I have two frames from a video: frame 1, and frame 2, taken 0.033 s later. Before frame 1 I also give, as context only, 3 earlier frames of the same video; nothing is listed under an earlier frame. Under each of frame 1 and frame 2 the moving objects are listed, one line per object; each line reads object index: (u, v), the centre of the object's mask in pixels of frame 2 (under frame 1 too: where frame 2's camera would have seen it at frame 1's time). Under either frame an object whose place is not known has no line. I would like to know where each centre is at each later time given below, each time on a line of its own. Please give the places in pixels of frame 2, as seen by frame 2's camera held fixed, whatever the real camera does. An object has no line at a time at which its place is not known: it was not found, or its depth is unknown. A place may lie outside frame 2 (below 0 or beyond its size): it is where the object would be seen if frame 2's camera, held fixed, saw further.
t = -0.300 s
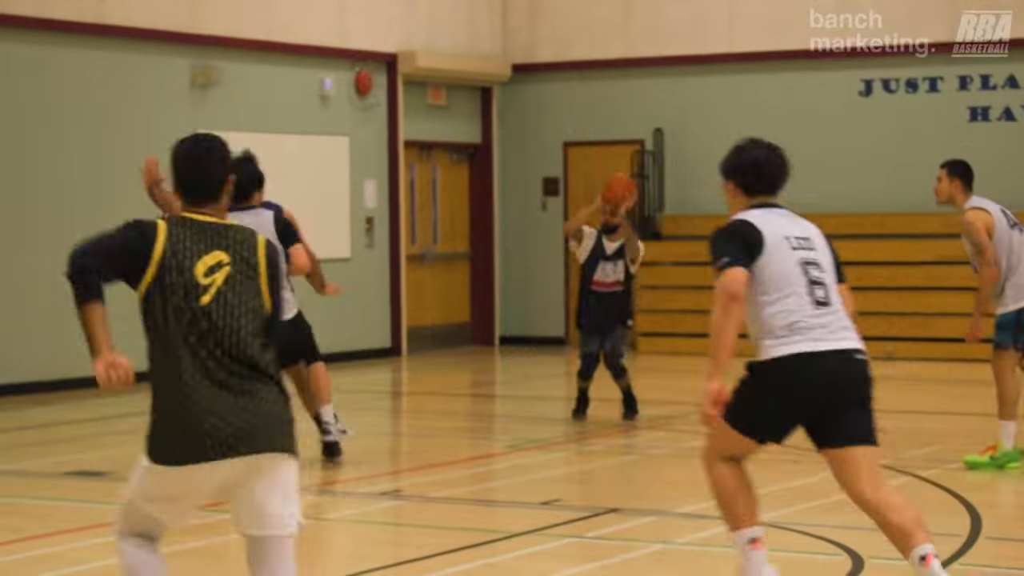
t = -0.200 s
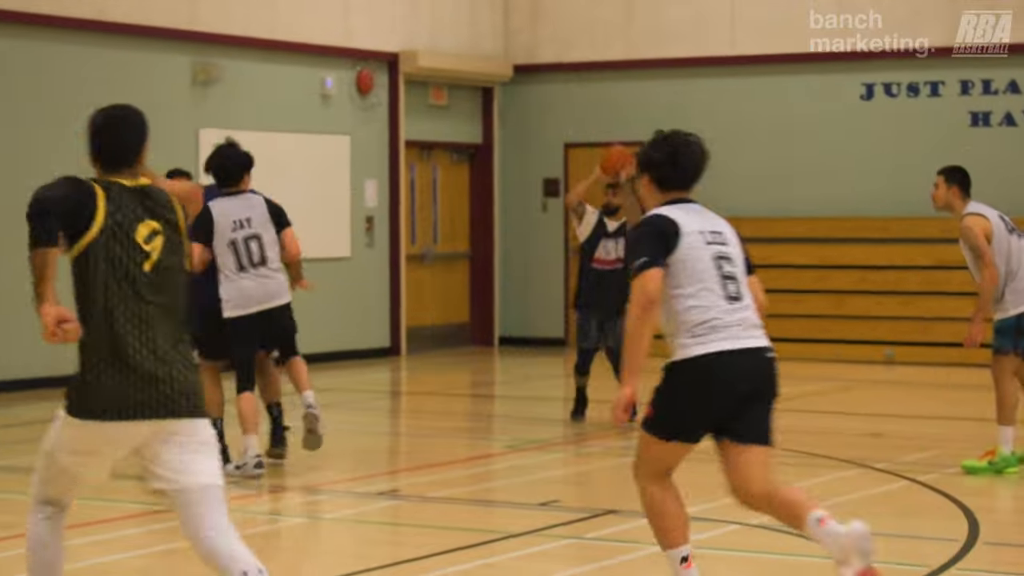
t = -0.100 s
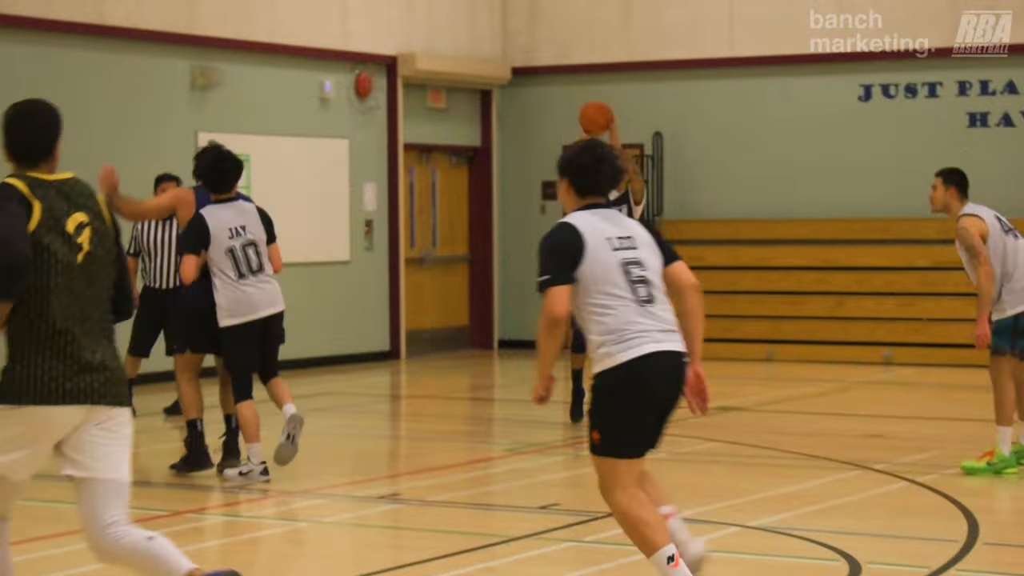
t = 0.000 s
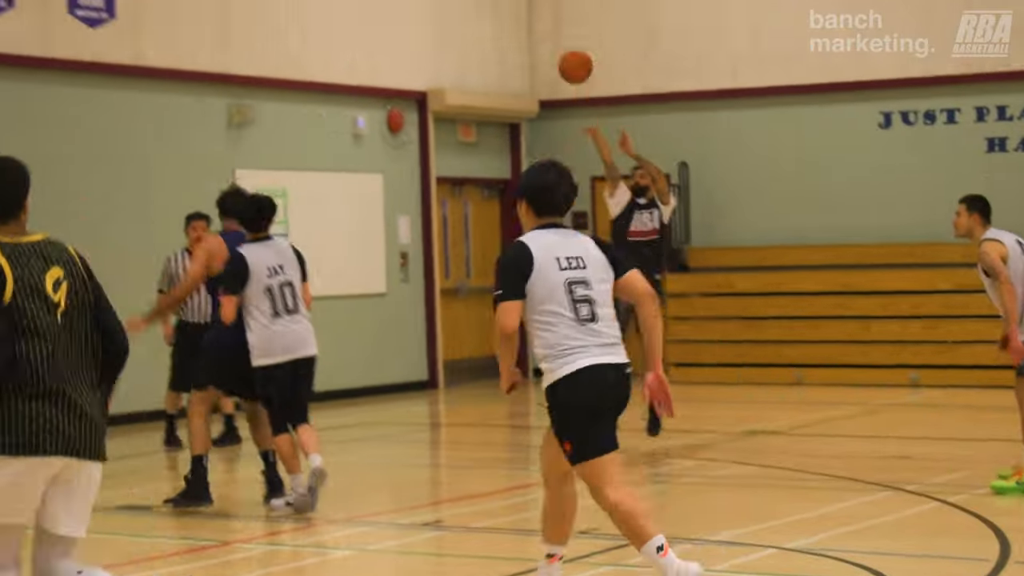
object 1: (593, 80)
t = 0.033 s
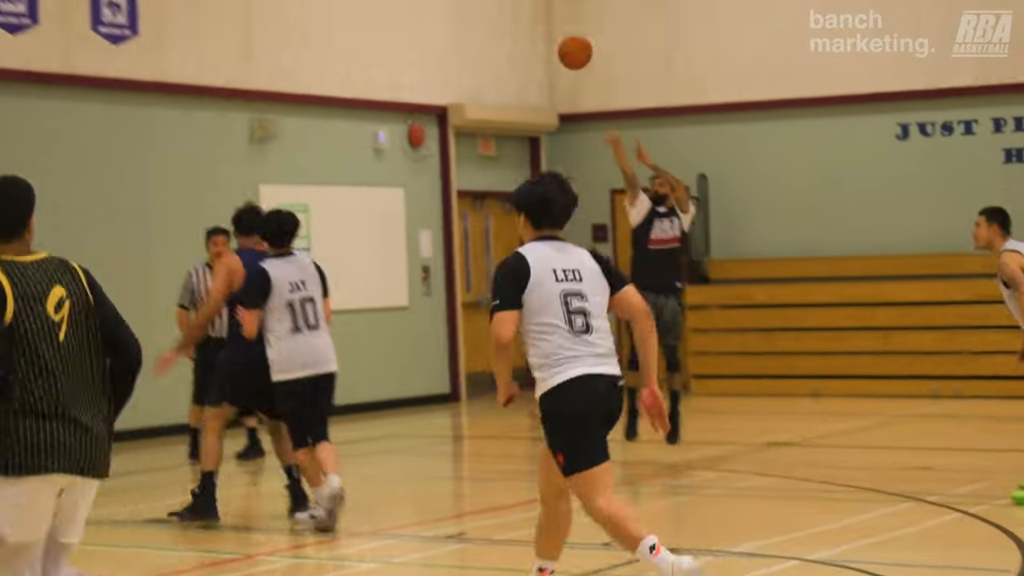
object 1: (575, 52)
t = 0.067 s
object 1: (556, 25)
